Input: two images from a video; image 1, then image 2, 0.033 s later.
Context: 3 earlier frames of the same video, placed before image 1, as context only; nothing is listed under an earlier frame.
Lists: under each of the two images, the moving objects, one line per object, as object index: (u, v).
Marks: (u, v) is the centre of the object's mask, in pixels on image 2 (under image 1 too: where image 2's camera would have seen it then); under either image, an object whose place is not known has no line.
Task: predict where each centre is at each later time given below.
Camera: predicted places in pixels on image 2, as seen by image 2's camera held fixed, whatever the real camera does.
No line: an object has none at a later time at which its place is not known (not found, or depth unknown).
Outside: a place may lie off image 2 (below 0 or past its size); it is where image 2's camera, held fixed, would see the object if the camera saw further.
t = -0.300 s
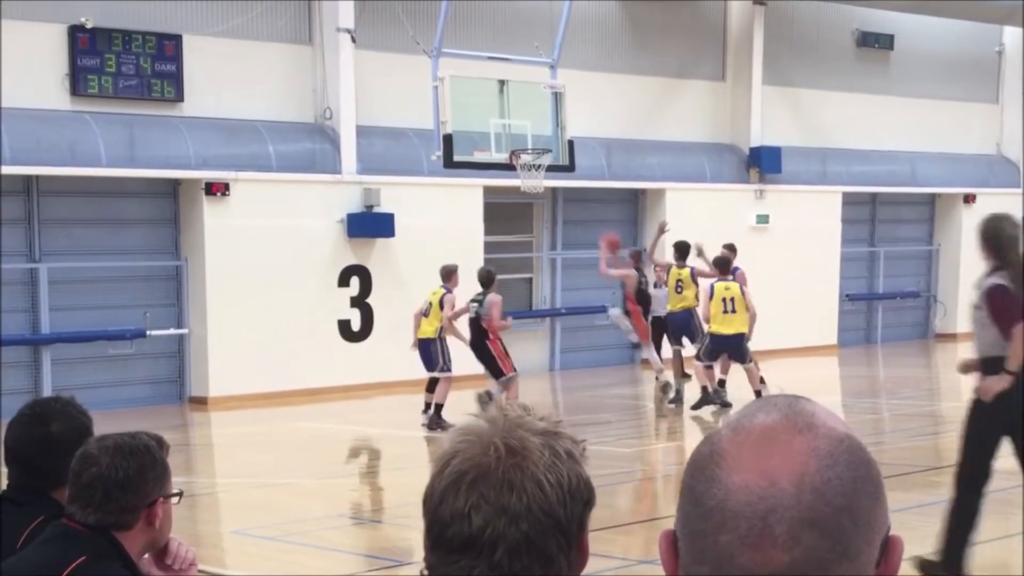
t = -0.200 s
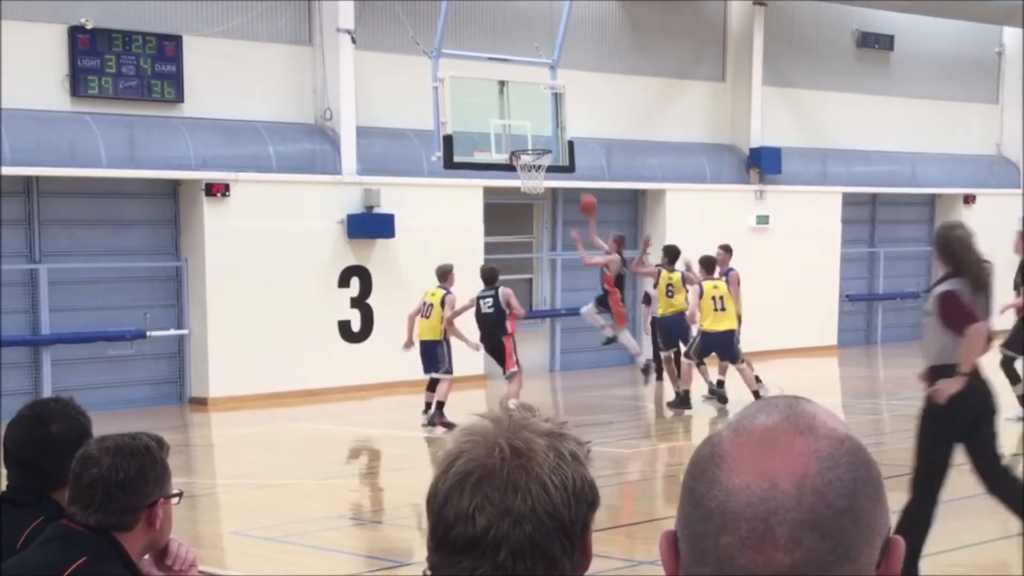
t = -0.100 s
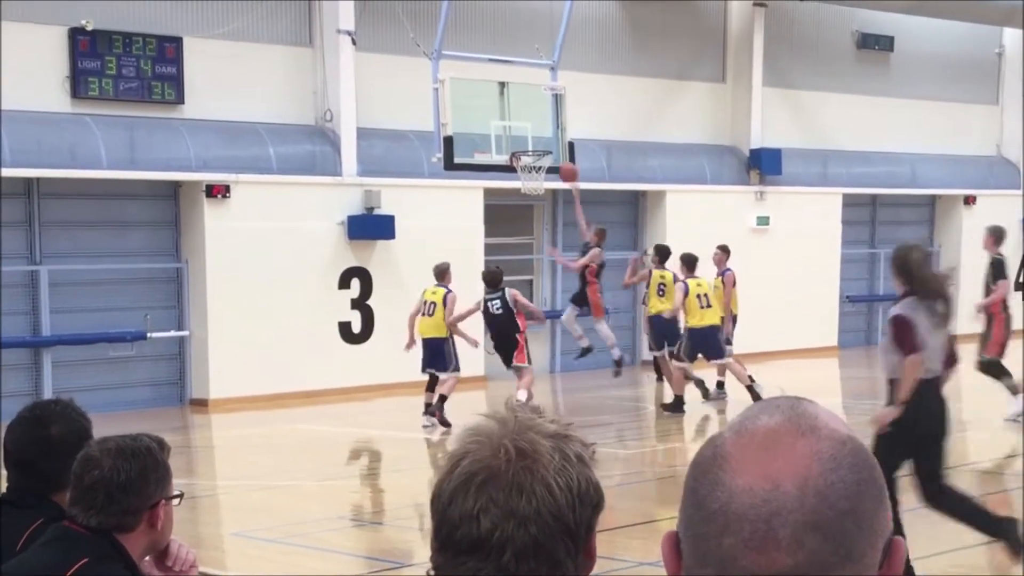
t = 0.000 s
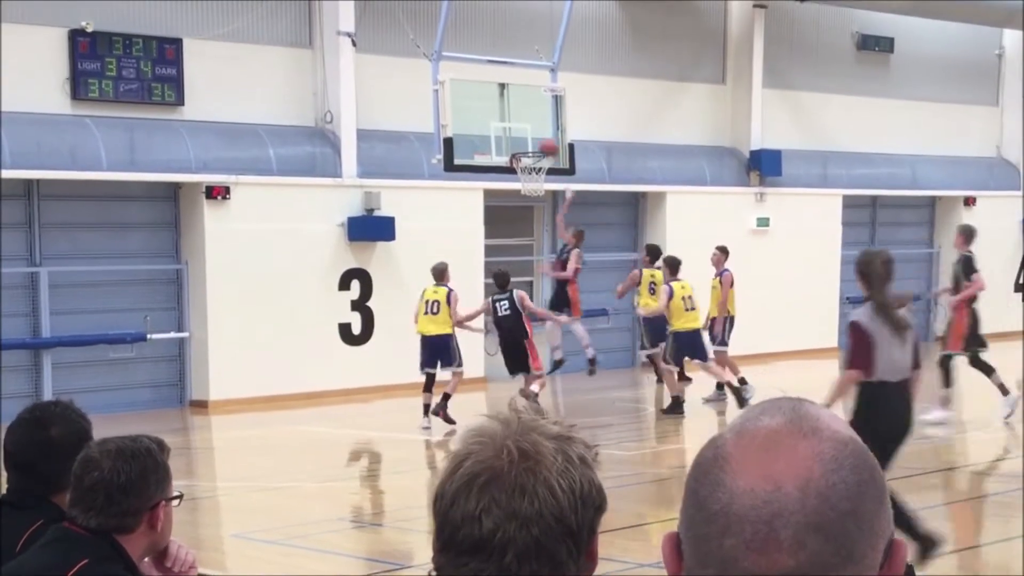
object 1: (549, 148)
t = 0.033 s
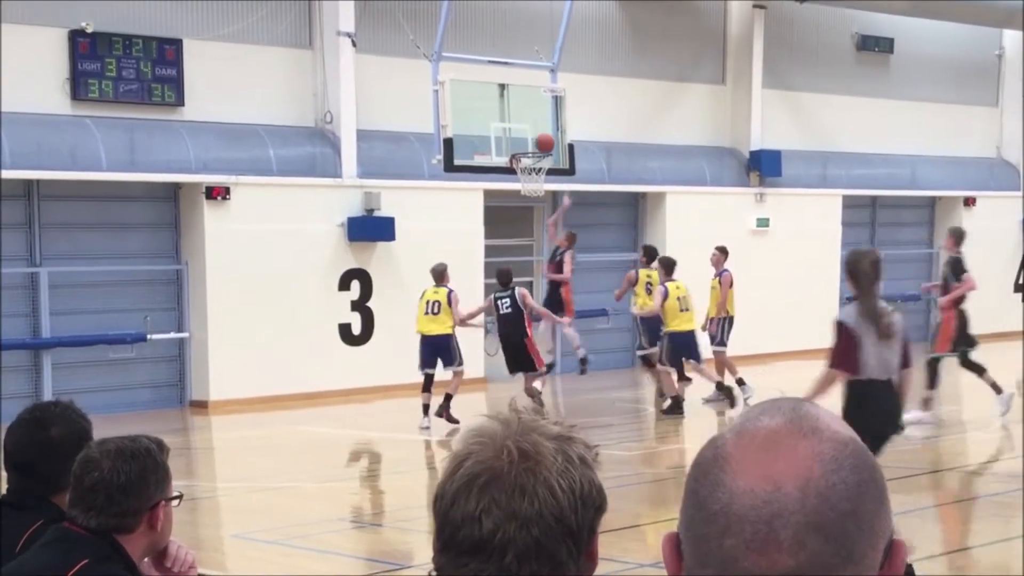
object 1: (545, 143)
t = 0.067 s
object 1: (545, 138)
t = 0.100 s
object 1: (544, 135)
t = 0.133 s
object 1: (543, 133)
